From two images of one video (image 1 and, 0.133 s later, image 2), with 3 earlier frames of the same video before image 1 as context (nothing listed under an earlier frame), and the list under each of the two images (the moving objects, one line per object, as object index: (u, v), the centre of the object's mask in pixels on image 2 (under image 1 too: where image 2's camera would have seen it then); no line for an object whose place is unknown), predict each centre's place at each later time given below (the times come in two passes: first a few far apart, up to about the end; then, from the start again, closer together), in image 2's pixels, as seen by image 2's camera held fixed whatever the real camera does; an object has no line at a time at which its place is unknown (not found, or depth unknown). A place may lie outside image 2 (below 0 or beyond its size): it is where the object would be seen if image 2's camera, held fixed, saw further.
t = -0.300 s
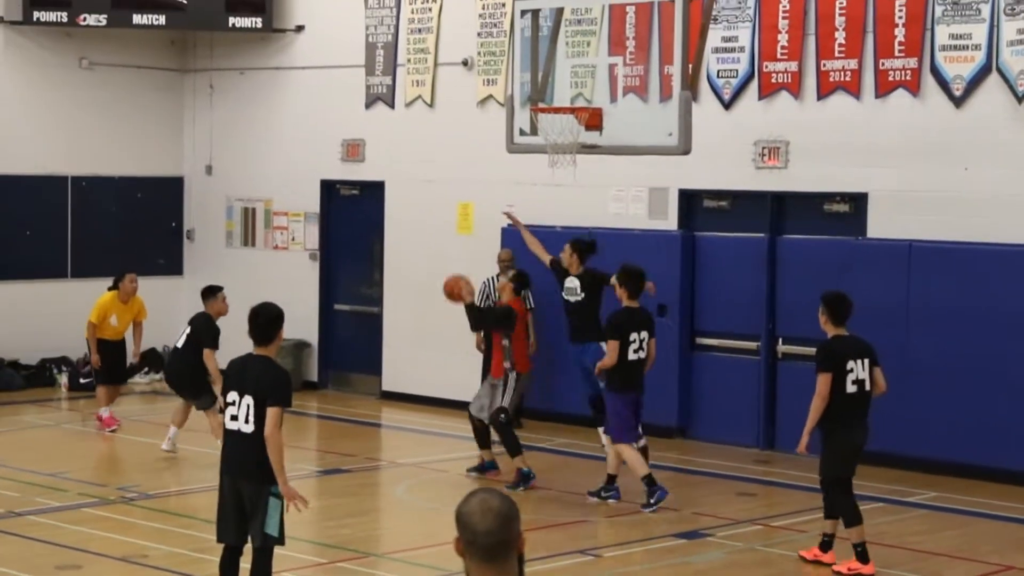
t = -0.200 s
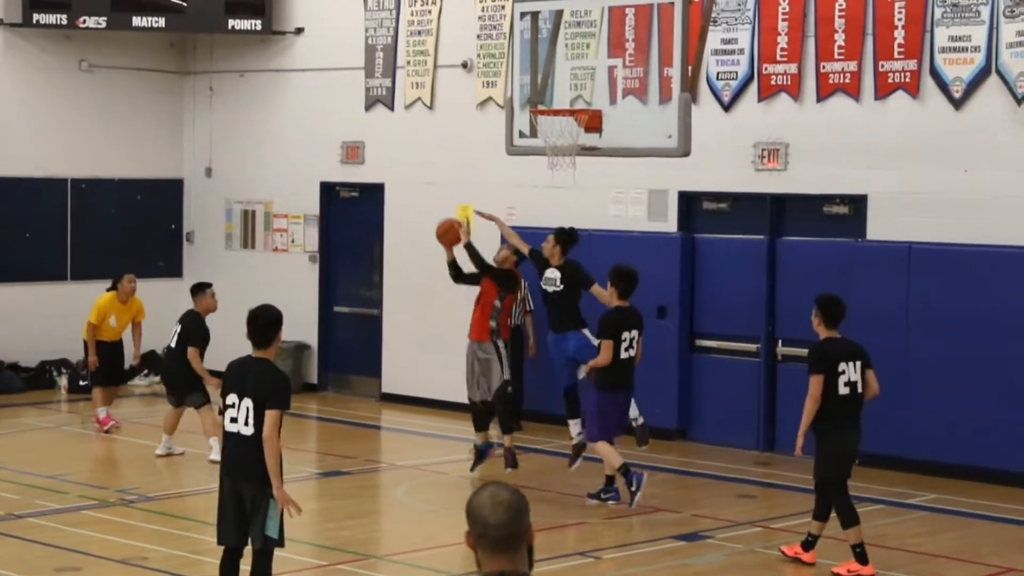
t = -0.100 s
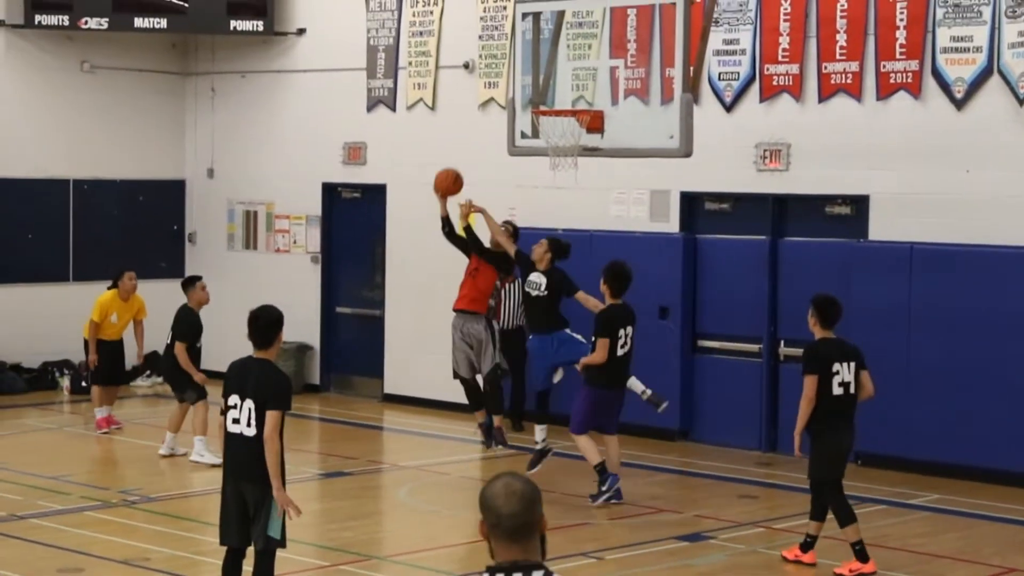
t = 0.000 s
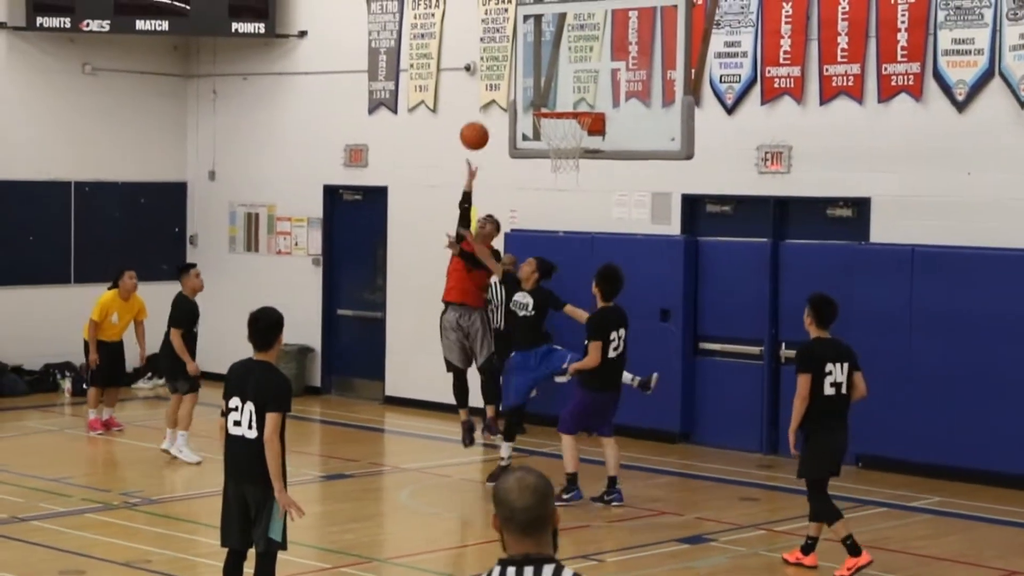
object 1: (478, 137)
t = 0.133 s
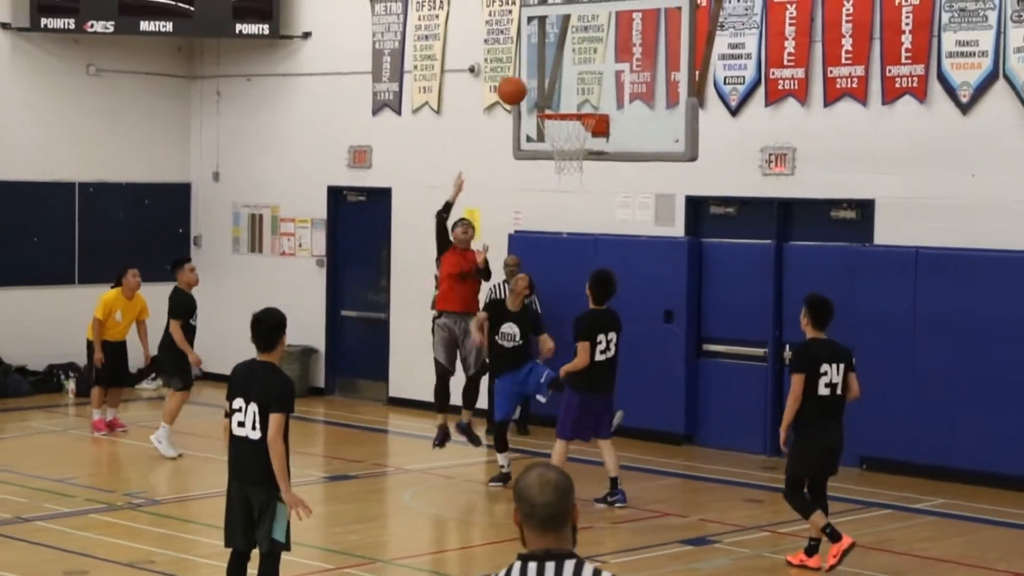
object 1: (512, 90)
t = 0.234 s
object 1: (537, 69)
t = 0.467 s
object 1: (583, 66)
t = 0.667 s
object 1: (588, 89)
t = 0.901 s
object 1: (562, 67)
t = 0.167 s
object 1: (520, 82)
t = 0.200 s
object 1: (528, 75)
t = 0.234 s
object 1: (537, 69)
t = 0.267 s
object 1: (546, 65)
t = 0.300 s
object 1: (554, 62)
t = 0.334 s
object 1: (562, 60)
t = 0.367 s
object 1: (570, 60)
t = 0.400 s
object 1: (578, 61)
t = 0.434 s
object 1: (582, 63)
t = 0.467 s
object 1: (583, 66)
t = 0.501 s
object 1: (585, 71)
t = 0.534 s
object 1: (588, 77)
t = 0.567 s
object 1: (589, 84)
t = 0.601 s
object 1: (591, 93)
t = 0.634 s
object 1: (591, 98)
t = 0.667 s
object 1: (588, 89)
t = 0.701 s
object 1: (585, 82)
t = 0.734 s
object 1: (581, 76)
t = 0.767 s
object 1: (577, 72)
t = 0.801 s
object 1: (573, 68)
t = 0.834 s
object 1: (570, 67)
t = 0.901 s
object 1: (562, 67)
